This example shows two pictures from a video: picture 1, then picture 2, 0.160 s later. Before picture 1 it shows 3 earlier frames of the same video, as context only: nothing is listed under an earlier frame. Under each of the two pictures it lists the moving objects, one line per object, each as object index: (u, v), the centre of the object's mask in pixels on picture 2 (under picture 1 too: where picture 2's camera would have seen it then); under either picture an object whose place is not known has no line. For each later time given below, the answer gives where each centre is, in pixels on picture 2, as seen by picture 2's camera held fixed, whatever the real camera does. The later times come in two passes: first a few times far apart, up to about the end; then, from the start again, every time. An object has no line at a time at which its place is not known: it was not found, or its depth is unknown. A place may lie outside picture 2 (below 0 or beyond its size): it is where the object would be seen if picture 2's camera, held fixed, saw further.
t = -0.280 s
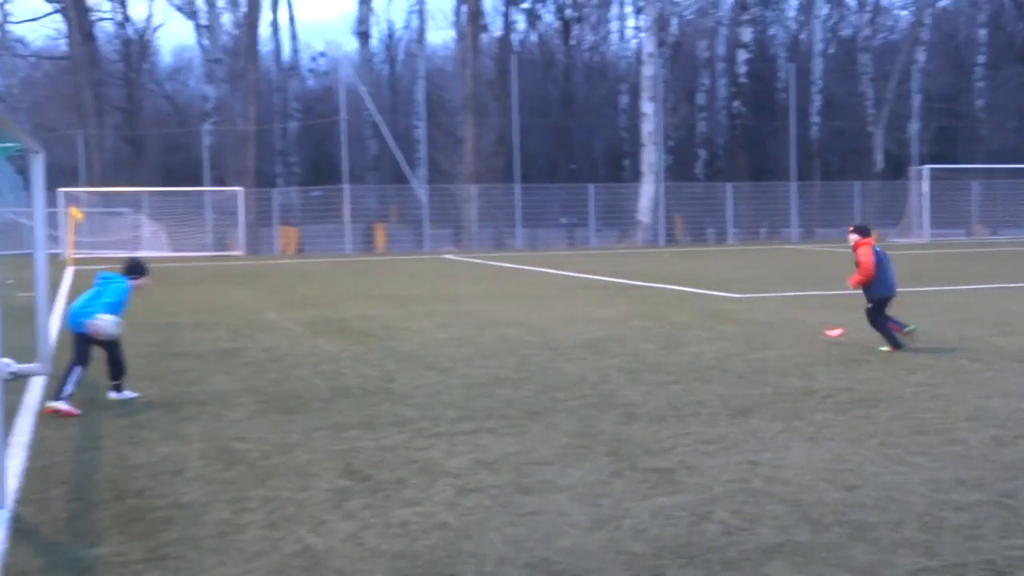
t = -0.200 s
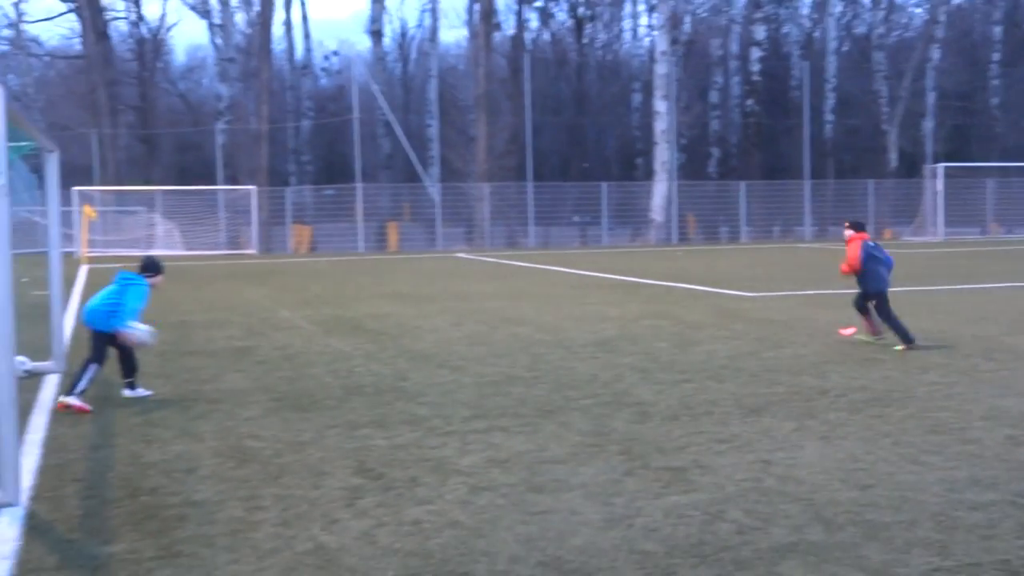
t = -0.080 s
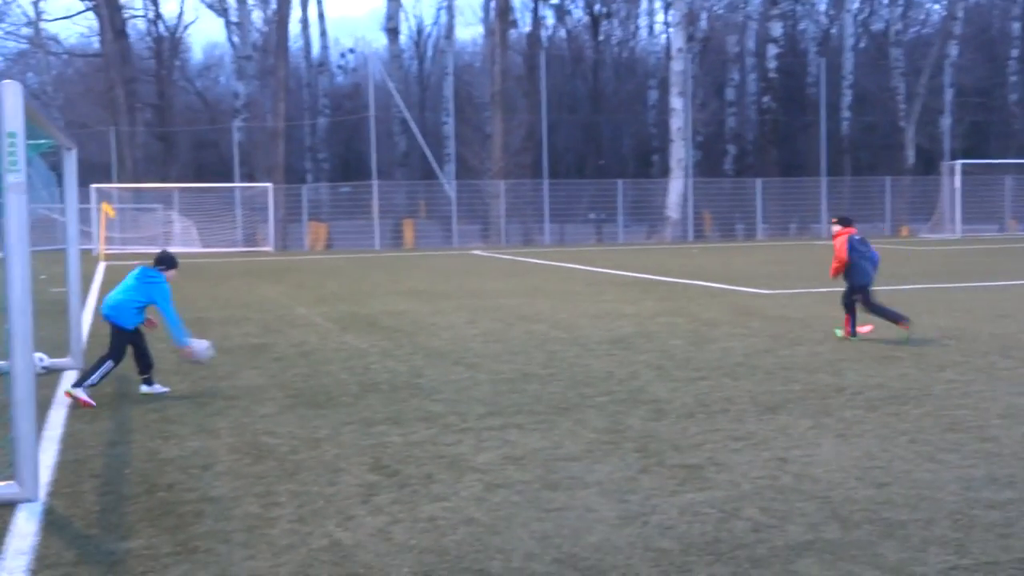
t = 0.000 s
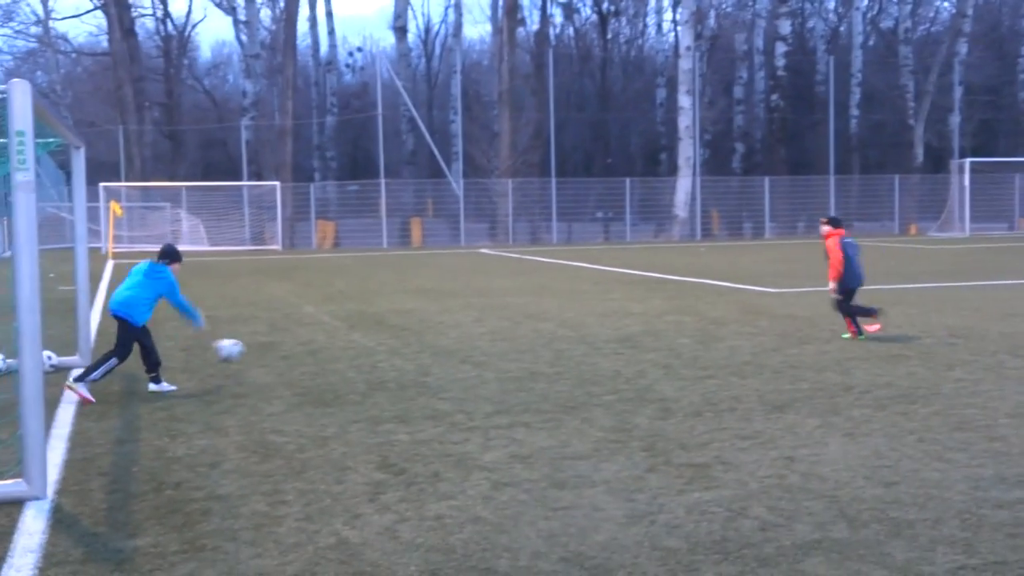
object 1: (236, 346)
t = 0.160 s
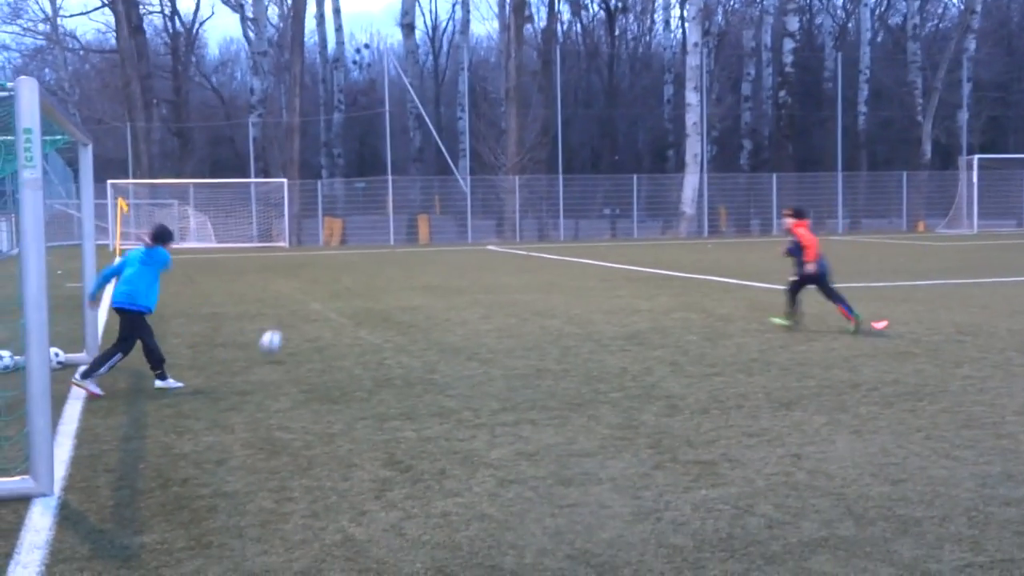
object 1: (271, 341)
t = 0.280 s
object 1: (285, 327)
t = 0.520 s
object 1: (313, 332)
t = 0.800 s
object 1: (343, 318)
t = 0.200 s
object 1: (276, 335)
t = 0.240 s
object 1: (280, 330)
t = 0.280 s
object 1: (285, 327)
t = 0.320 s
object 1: (290, 326)
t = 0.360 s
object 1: (295, 326)
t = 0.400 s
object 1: (300, 328)
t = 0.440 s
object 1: (304, 331)
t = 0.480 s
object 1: (309, 335)
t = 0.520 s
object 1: (313, 332)
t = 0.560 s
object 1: (317, 325)
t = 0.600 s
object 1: (322, 322)
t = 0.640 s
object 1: (326, 320)
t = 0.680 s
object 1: (331, 320)
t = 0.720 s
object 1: (335, 321)
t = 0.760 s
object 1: (339, 322)
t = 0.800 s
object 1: (343, 318)
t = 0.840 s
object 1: (345, 316)
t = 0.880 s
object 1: (348, 312)
